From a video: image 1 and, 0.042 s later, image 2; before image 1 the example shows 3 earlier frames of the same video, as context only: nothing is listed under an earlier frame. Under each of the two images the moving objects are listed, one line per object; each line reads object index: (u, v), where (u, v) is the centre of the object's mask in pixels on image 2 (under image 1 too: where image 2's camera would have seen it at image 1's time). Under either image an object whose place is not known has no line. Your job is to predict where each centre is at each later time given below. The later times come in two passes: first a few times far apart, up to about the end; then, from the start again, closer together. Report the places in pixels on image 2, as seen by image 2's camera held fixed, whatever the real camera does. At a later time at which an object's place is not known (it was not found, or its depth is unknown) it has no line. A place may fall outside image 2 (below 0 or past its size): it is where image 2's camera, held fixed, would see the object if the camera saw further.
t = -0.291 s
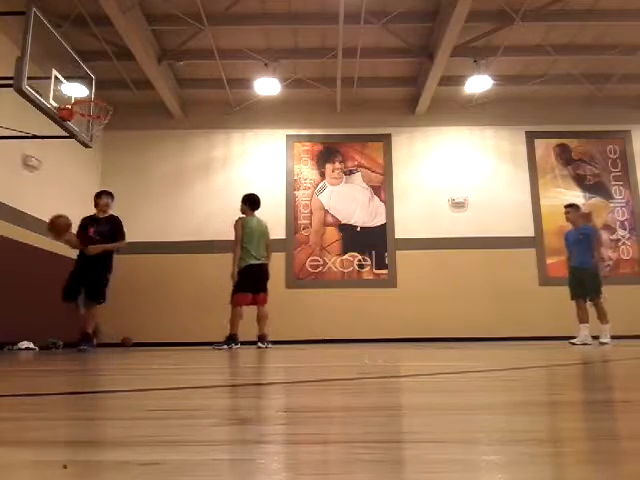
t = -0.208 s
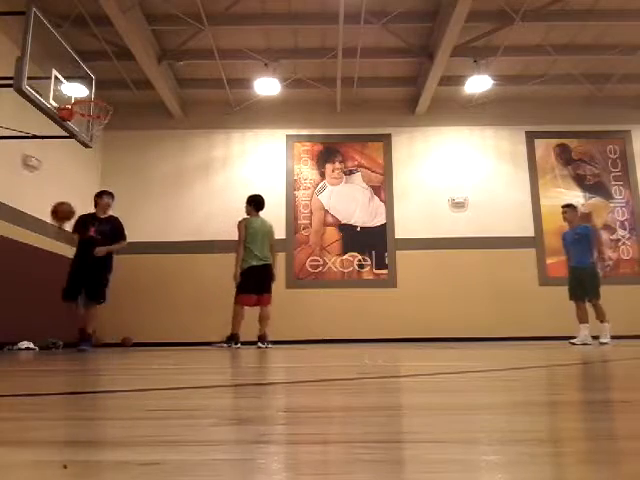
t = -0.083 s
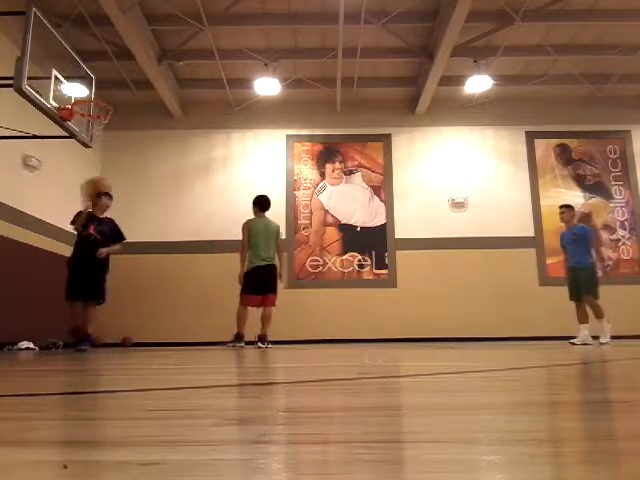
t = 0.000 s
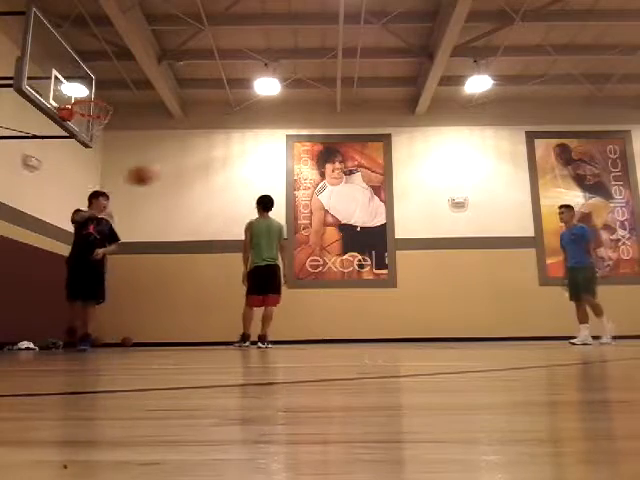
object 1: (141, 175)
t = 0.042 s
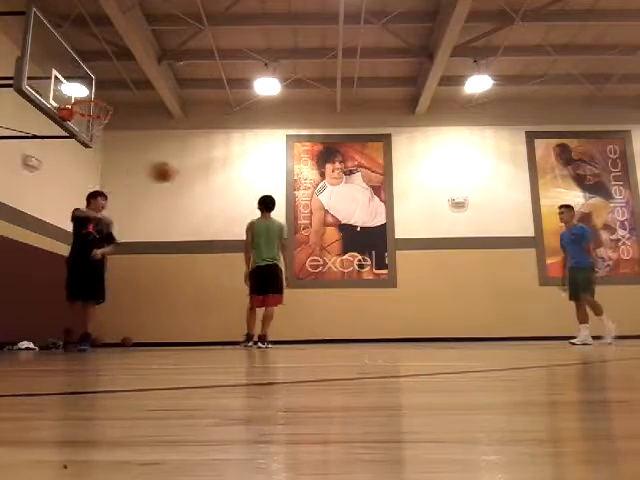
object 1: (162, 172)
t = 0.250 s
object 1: (262, 175)
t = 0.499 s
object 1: (365, 218)
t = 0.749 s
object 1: (462, 304)
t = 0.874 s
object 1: (498, 322)
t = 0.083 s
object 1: (183, 170)
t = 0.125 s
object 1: (204, 169)
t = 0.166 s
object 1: (223, 169)
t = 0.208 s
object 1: (242, 171)
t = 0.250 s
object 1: (262, 175)
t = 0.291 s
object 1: (279, 179)
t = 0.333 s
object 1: (295, 184)
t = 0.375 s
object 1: (314, 192)
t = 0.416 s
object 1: (333, 199)
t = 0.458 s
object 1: (349, 208)
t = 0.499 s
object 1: (365, 218)
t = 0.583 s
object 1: (399, 243)
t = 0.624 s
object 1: (415, 257)
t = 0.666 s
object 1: (429, 270)
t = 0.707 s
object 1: (446, 287)
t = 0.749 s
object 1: (462, 304)
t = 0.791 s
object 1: (478, 323)
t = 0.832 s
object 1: (491, 334)
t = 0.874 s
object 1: (498, 322)
